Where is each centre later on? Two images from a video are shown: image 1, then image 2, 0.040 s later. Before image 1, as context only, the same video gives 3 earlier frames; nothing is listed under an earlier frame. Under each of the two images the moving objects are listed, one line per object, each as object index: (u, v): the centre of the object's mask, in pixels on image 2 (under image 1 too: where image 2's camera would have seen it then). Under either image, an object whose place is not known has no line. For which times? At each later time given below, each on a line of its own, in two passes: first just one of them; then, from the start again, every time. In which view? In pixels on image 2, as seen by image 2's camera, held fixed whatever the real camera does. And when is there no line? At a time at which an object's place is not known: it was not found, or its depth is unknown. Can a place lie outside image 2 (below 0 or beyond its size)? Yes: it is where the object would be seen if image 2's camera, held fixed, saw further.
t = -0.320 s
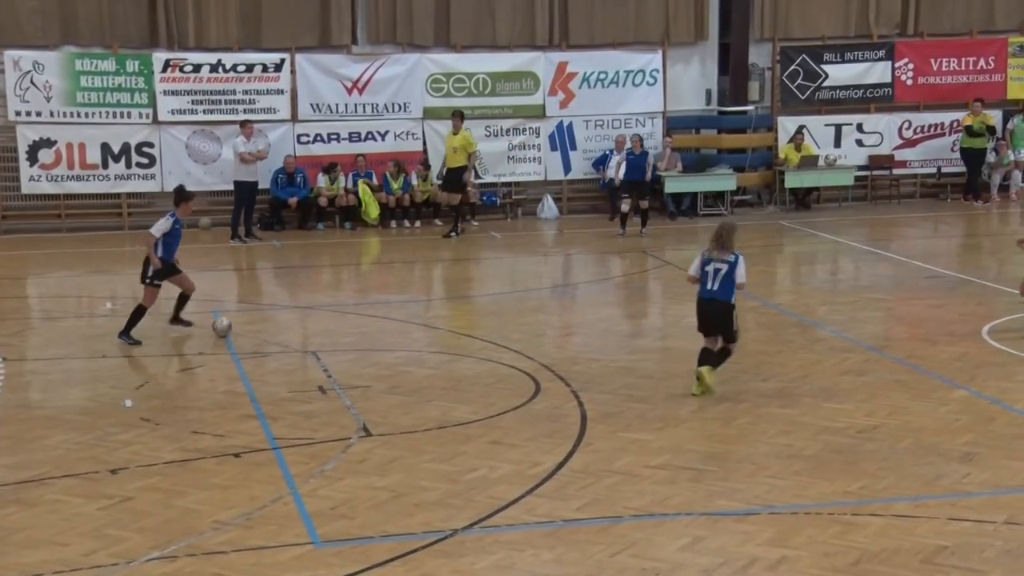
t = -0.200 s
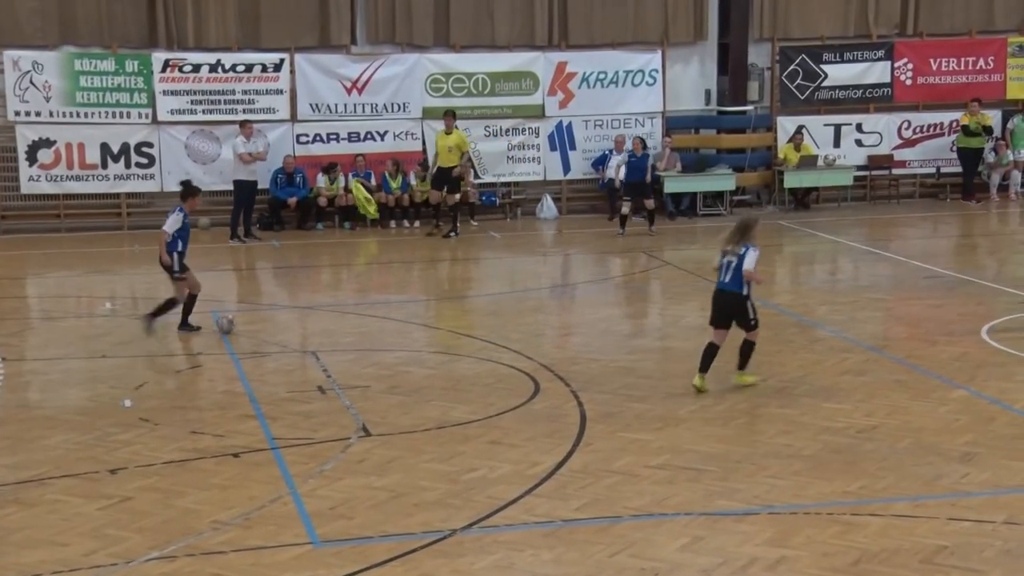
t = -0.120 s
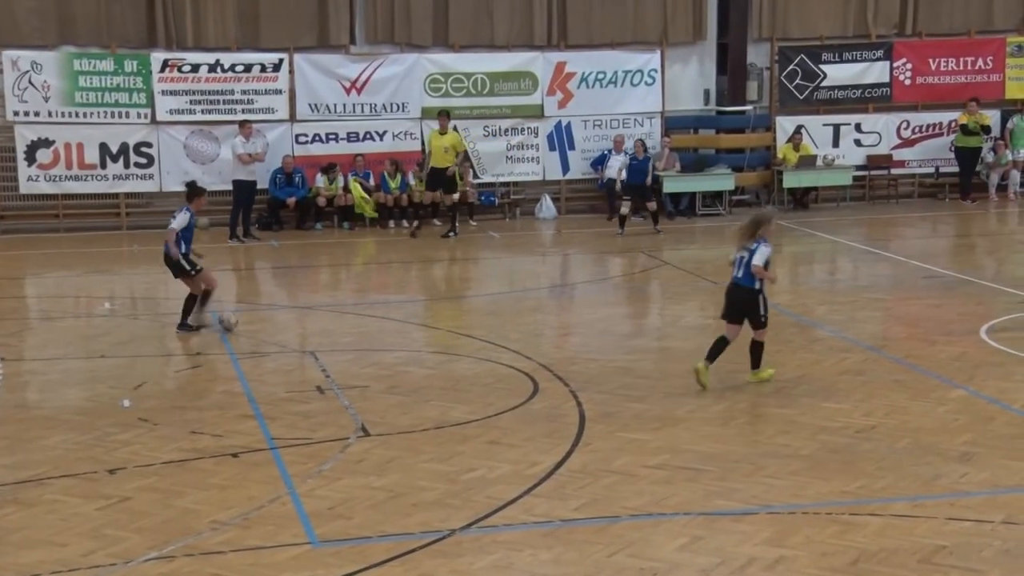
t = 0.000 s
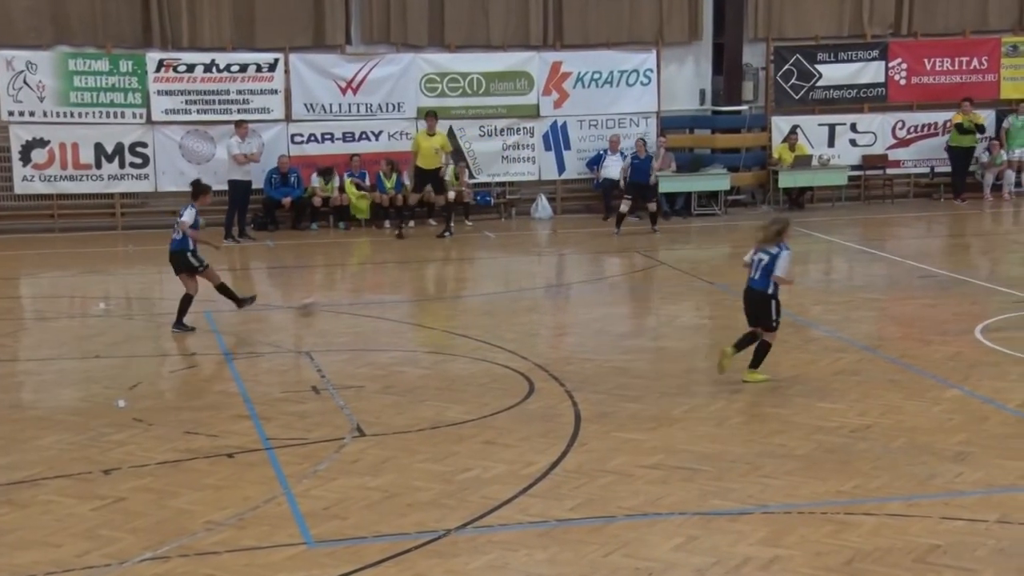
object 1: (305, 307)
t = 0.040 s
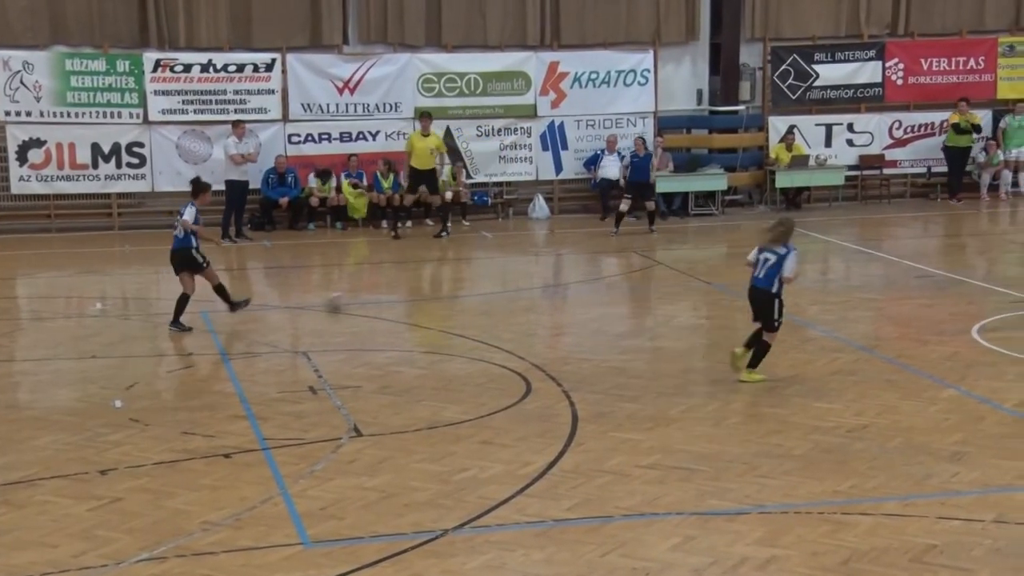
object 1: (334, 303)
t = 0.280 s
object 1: (481, 279)
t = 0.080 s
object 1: (364, 297)
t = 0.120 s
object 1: (391, 293)
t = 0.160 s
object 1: (416, 288)
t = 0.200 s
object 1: (438, 284)
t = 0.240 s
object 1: (459, 281)
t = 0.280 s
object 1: (481, 279)
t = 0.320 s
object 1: (501, 274)
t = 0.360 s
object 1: (519, 270)
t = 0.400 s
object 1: (536, 270)
